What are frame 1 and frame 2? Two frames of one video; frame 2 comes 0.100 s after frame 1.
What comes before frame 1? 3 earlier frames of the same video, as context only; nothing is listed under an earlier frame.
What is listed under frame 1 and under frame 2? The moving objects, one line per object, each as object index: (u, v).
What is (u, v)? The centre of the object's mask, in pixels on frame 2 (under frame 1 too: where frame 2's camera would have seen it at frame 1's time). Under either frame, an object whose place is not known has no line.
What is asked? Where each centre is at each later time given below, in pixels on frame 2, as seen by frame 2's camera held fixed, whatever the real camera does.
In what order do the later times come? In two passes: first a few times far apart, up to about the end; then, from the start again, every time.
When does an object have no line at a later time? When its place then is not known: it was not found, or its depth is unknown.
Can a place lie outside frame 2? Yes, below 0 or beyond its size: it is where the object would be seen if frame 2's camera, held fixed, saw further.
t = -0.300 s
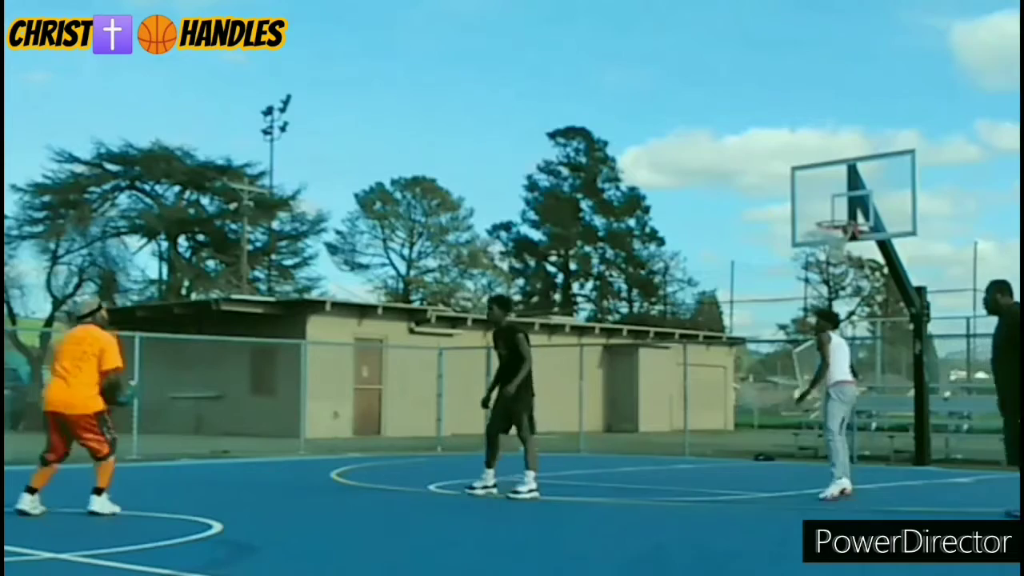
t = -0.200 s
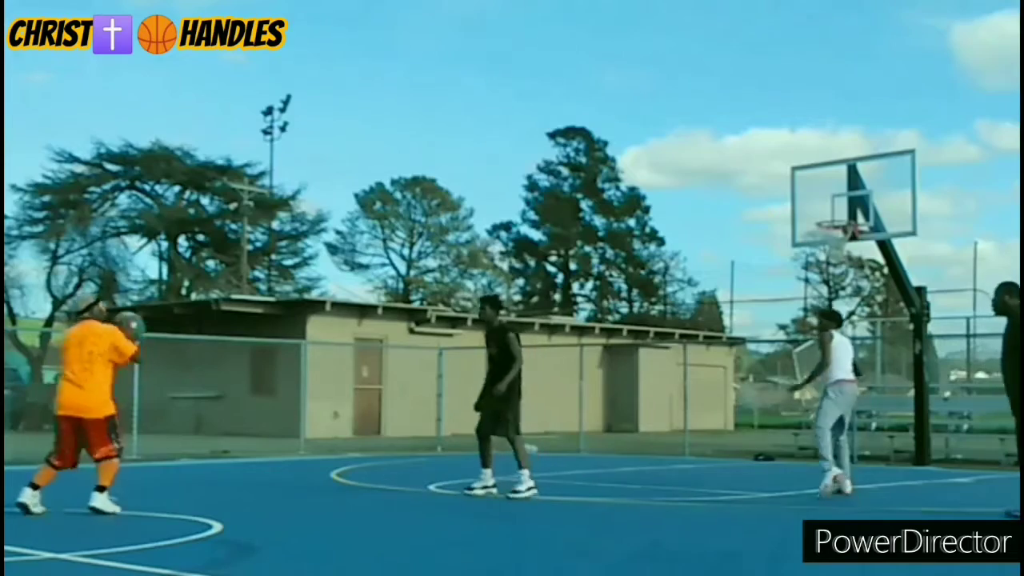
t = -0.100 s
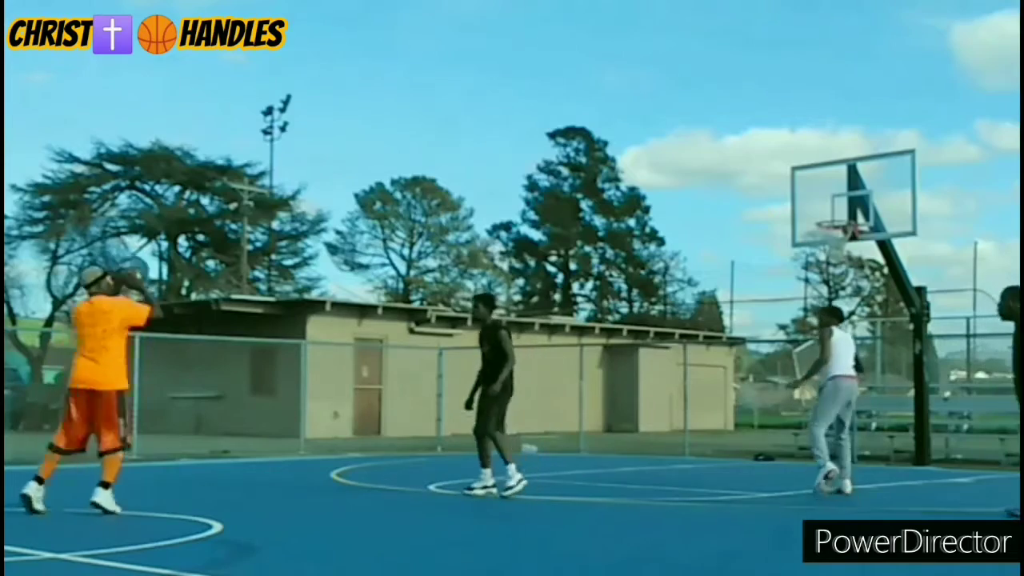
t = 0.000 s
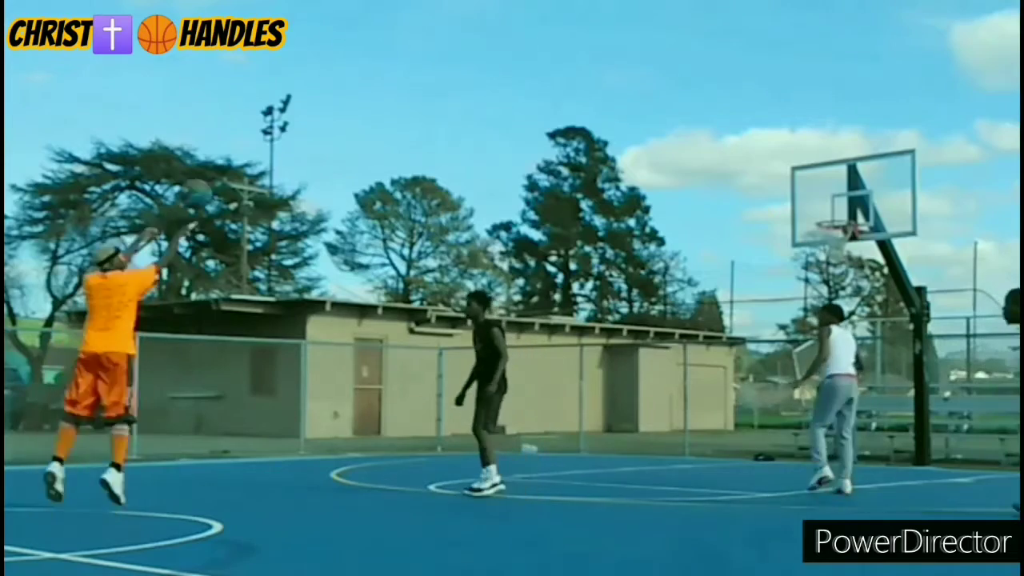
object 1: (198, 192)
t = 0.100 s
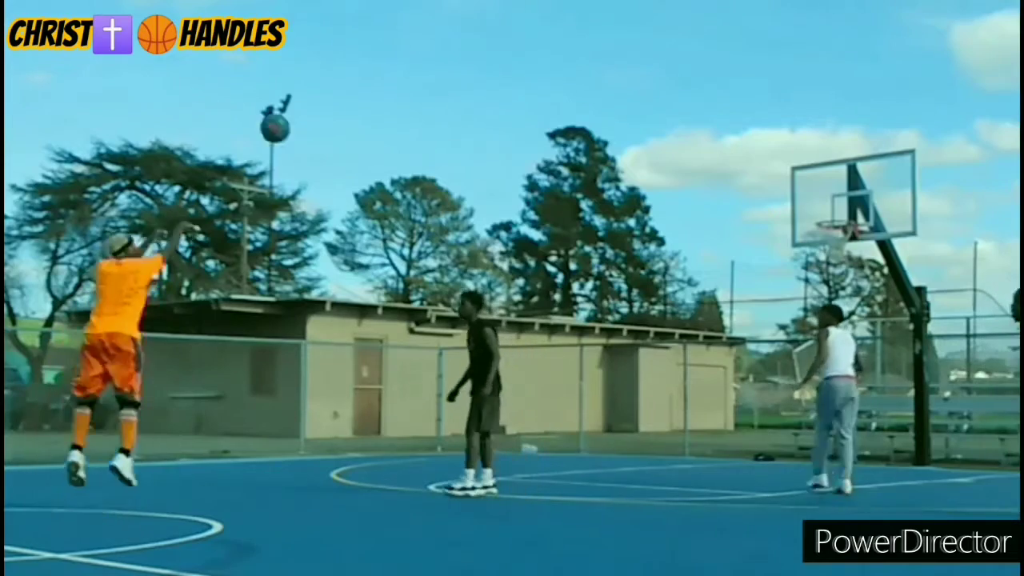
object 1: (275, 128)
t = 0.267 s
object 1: (389, 54)
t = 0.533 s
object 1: (539, 11)
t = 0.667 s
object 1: (602, 16)
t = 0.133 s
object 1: (298, 109)
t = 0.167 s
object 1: (323, 93)
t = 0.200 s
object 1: (346, 79)
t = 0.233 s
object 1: (368, 66)
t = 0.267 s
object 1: (389, 54)
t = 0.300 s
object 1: (410, 45)
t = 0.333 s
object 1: (430, 36)
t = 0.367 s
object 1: (450, 29)
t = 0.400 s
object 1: (469, 23)
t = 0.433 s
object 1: (487, 18)
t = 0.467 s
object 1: (505, 14)
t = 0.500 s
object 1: (522, 12)
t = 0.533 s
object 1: (539, 11)
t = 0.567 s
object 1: (555, 11)
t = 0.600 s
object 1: (571, 11)
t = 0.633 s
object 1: (587, 13)
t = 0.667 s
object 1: (602, 16)
